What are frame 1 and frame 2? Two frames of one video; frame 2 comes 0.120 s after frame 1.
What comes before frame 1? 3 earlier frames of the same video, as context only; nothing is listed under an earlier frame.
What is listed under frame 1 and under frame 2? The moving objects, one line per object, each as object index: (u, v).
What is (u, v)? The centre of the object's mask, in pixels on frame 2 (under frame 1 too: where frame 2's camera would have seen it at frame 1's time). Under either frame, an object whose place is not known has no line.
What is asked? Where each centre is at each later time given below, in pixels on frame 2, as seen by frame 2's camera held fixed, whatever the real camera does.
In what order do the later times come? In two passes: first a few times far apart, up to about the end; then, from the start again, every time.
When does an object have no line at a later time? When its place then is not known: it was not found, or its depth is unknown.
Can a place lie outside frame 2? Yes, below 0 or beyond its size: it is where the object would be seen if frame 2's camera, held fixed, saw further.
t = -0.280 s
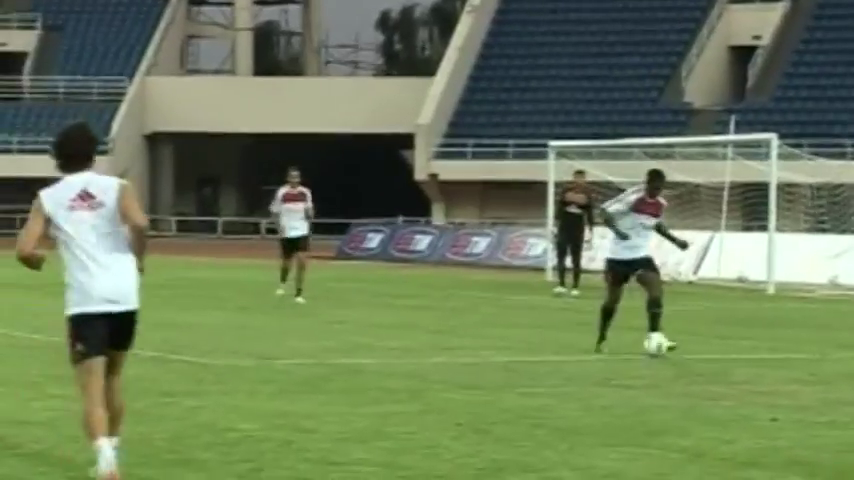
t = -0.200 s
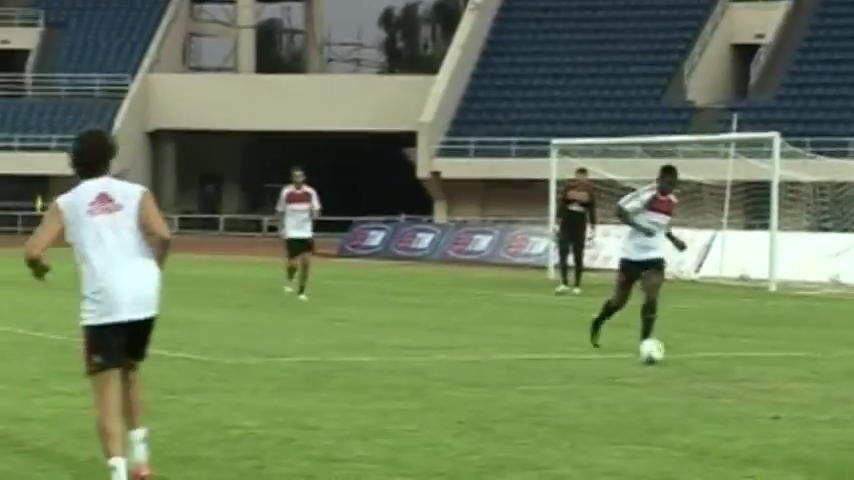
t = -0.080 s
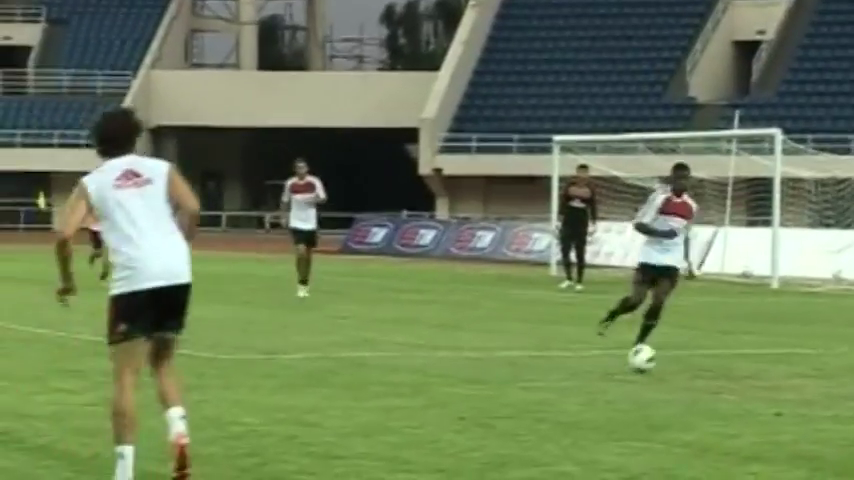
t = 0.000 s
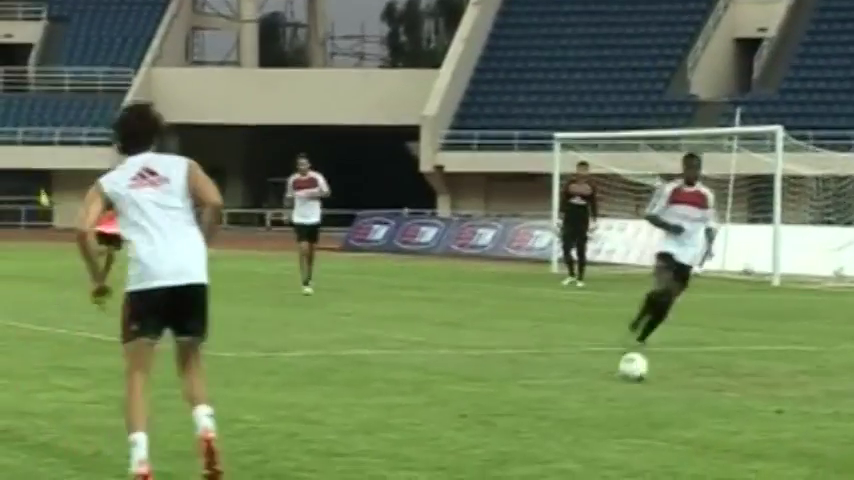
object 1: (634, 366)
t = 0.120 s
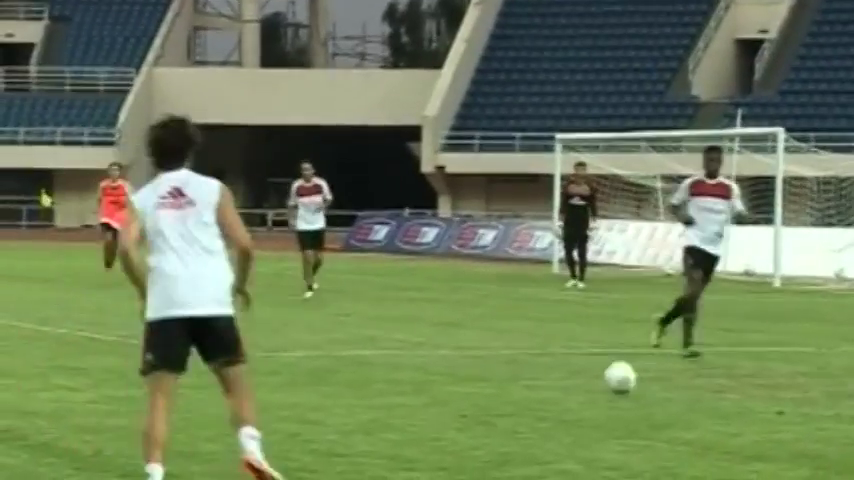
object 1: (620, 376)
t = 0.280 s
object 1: (600, 393)
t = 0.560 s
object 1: (561, 424)
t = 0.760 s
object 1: (537, 444)
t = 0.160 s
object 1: (616, 381)
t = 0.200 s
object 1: (610, 388)
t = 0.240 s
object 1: (605, 391)
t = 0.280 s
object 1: (600, 393)
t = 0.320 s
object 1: (594, 399)
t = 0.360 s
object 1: (588, 405)
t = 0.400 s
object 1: (583, 414)
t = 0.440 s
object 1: (576, 416)
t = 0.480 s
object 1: (571, 415)
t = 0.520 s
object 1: (565, 418)
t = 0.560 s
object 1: (561, 424)
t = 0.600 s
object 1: (555, 433)
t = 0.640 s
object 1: (550, 440)
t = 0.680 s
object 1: (545, 438)
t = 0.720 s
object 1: (541, 439)
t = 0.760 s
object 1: (537, 444)
